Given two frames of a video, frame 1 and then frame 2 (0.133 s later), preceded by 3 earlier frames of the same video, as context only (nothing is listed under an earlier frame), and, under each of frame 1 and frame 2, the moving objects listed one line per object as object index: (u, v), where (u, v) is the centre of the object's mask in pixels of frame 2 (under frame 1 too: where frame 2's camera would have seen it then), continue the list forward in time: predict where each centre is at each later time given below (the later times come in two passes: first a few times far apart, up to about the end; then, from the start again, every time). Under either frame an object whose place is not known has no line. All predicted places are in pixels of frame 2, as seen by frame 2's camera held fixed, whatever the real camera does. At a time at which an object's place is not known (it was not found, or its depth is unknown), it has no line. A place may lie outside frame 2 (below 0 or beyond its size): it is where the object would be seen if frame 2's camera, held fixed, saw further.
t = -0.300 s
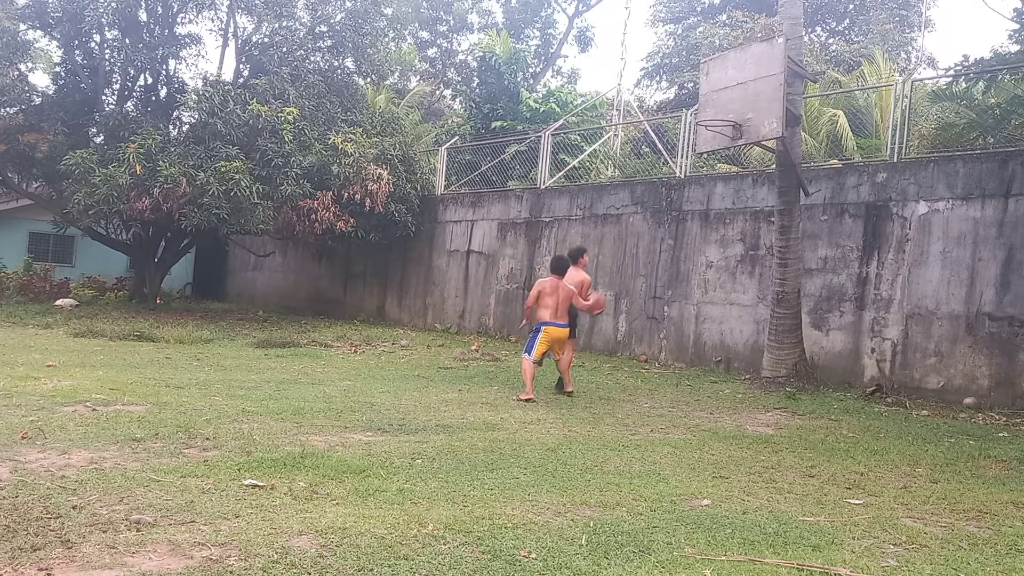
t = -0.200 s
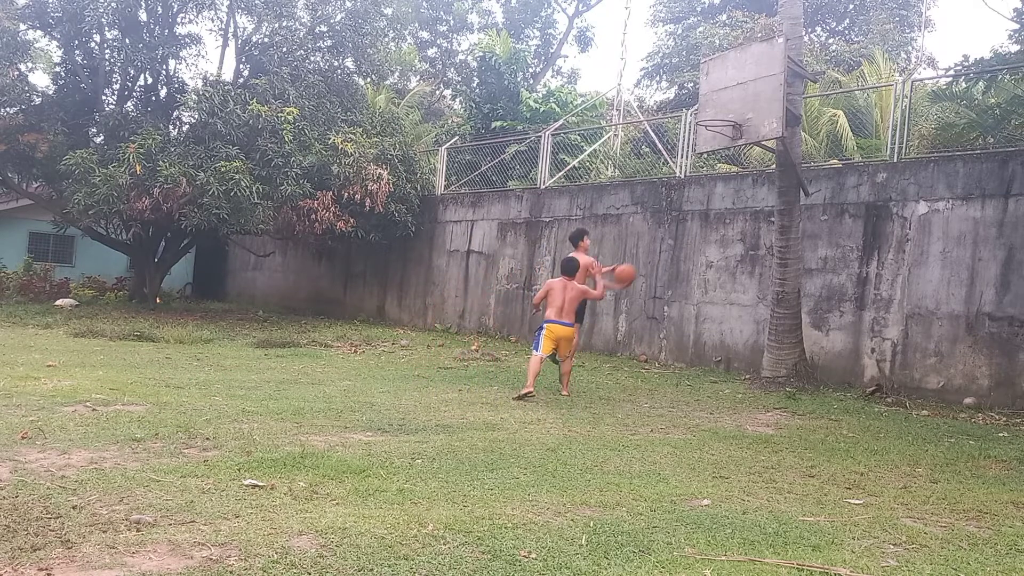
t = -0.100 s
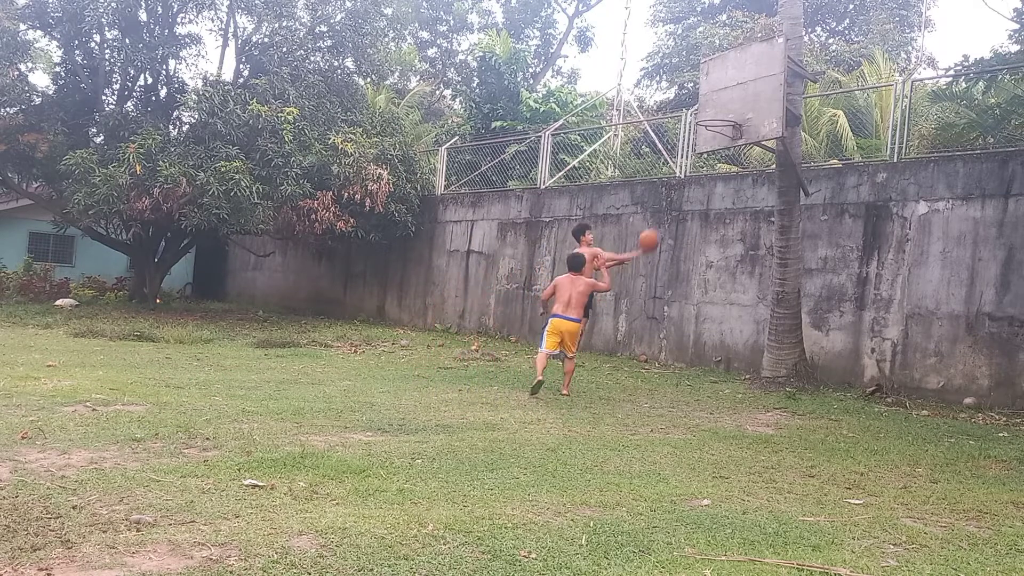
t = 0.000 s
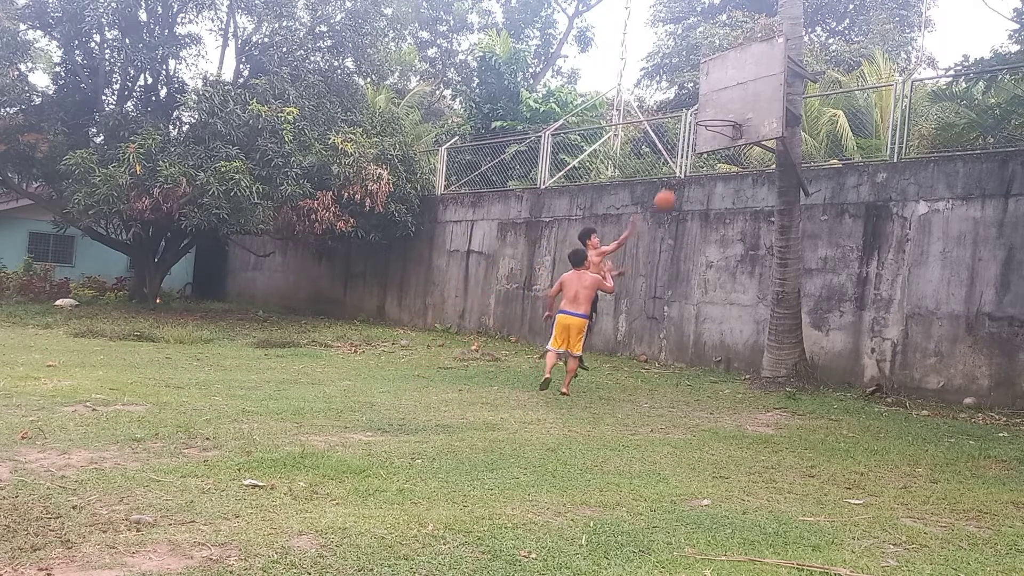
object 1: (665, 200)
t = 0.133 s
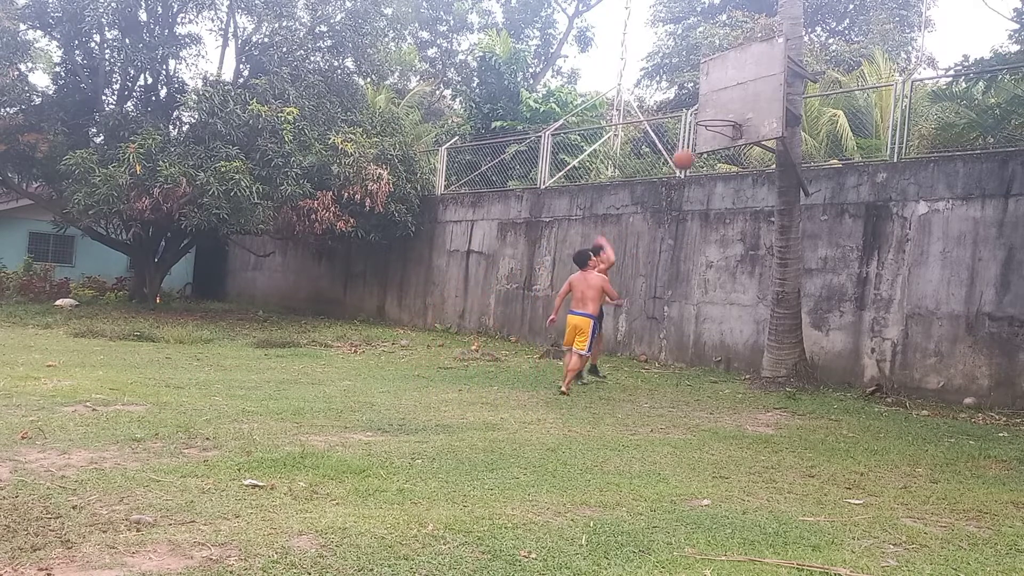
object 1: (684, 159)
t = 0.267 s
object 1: (698, 134)
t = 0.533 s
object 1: (709, 118)
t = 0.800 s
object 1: (701, 128)
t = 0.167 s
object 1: (688, 151)
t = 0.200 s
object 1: (692, 144)
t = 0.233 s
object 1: (696, 138)
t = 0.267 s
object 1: (698, 134)
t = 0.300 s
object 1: (701, 131)
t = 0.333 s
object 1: (704, 126)
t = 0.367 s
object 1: (706, 124)
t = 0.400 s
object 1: (708, 123)
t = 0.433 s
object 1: (710, 122)
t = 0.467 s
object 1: (711, 121)
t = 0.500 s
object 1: (710, 119)
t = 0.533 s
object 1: (709, 118)
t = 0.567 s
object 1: (708, 118)
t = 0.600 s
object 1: (707, 118)
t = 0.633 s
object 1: (706, 118)
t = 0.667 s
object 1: (705, 119)
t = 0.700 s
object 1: (704, 120)
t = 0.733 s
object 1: (703, 121)
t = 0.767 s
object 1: (702, 124)
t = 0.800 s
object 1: (701, 128)
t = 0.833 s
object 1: (699, 134)
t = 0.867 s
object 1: (699, 138)
